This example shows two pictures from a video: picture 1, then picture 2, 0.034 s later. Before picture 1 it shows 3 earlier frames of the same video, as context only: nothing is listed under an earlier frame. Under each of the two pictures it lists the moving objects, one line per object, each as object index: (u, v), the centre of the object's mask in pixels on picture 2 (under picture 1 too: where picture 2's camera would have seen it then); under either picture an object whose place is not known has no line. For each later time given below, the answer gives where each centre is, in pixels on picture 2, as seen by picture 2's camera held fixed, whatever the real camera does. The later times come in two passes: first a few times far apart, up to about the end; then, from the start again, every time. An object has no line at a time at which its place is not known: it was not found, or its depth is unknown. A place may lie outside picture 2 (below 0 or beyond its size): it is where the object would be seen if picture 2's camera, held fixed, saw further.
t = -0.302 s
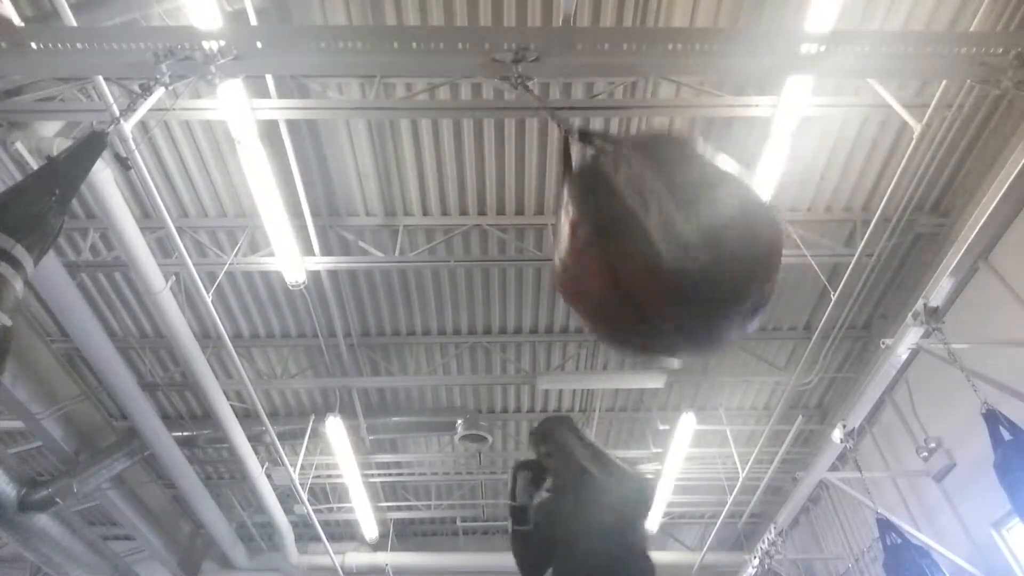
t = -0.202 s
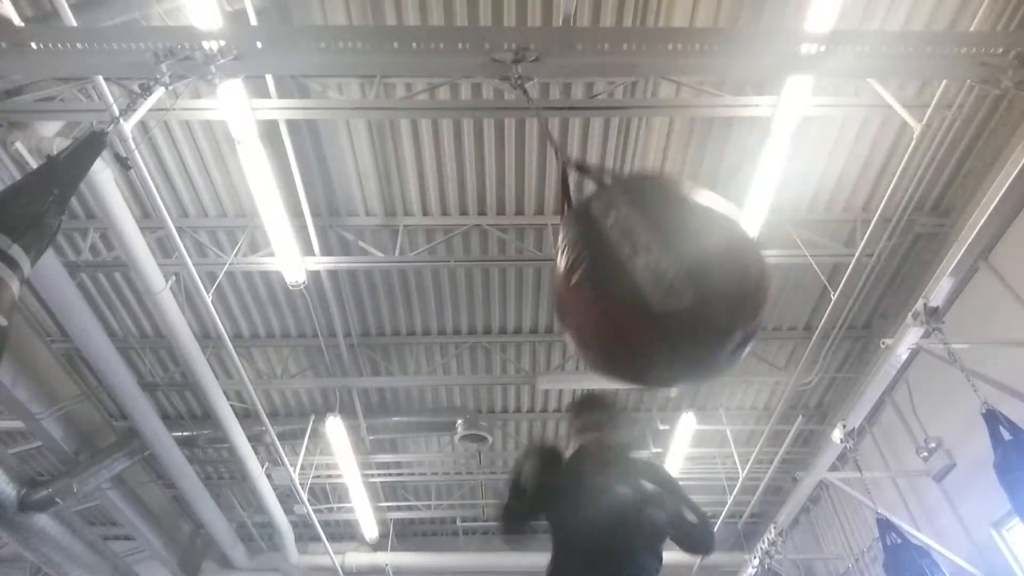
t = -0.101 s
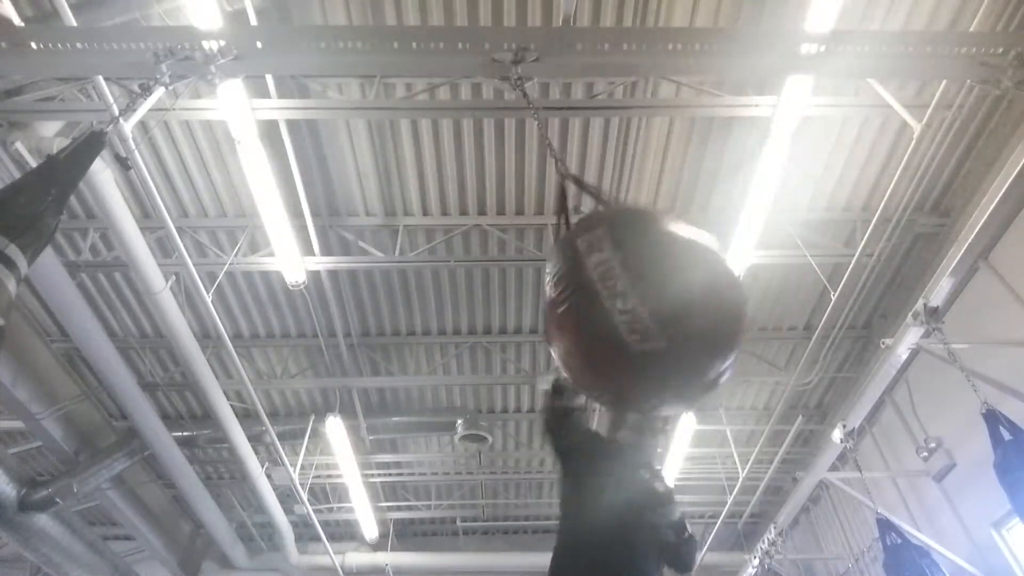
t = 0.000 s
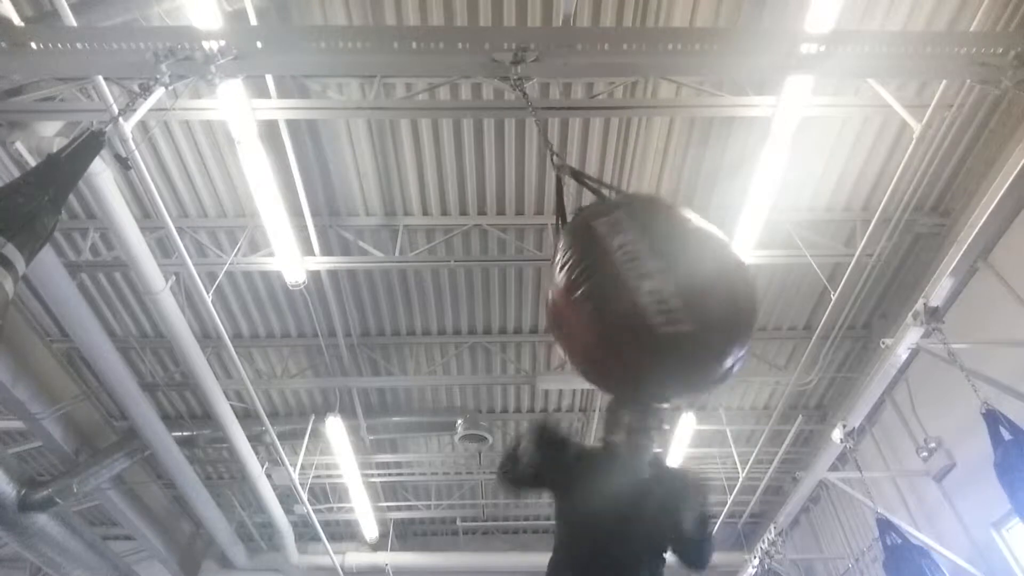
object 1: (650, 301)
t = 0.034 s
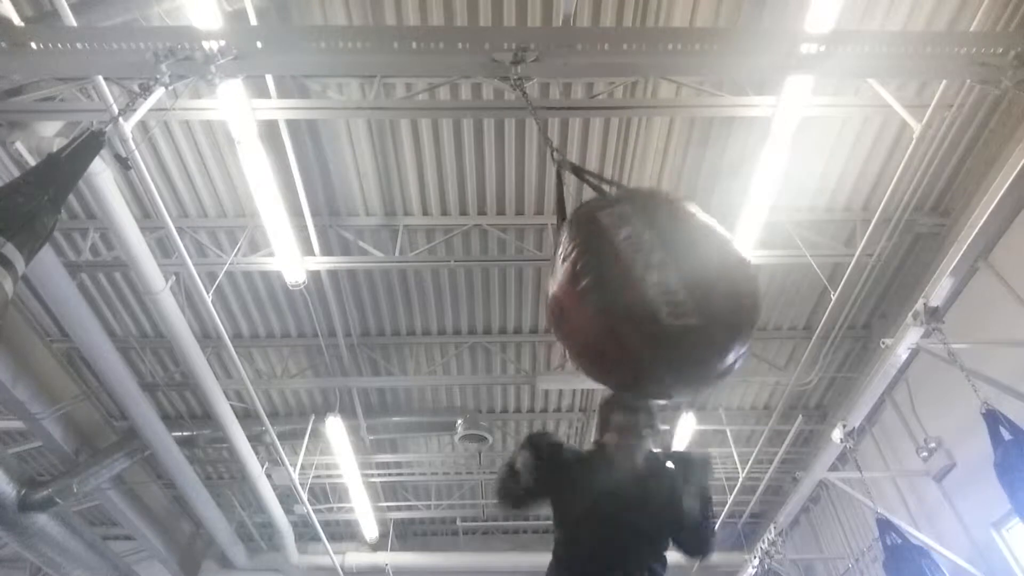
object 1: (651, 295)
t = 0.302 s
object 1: (628, 260)
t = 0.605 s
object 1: (529, 231)
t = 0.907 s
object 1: (420, 232)
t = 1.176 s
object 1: (390, 266)
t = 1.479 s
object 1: (437, 315)
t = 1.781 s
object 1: (527, 336)
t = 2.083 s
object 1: (612, 323)
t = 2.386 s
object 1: (642, 288)
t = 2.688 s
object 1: (599, 253)
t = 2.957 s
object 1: (506, 236)
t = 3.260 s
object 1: (416, 248)
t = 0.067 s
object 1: (651, 291)
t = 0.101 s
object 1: (651, 286)
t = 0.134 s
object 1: (651, 283)
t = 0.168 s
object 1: (648, 277)
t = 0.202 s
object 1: (644, 273)
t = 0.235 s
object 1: (641, 269)
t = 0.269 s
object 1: (634, 262)
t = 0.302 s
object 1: (628, 260)
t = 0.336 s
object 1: (620, 256)
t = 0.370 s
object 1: (613, 253)
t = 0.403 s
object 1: (601, 247)
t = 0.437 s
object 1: (590, 244)
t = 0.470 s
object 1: (580, 241)
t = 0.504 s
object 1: (570, 240)
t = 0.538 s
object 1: (556, 236)
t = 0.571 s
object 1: (544, 235)
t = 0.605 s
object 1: (529, 231)
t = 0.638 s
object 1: (517, 231)
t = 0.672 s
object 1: (503, 228)
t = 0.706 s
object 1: (490, 230)
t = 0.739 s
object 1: (477, 228)
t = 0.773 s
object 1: (465, 228)
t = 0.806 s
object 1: (452, 229)
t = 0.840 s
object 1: (439, 228)
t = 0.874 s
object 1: (429, 230)
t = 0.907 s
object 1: (420, 232)
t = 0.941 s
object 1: (412, 234)
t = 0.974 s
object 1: (407, 239)
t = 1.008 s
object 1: (401, 242)
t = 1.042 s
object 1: (397, 247)
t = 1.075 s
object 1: (393, 249)
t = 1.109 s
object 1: (392, 255)
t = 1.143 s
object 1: (391, 259)
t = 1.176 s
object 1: (390, 266)
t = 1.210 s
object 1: (391, 269)
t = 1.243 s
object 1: (393, 276)
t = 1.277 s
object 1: (398, 281)
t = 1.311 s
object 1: (402, 289)
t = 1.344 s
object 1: (406, 293)
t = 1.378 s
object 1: (412, 296)
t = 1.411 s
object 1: (420, 305)
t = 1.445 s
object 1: (427, 310)
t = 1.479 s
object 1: (437, 315)
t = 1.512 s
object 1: (444, 318)
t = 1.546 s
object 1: (455, 322)
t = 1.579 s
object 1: (464, 325)
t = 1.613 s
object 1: (475, 328)
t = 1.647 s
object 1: (485, 330)
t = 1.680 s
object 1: (495, 332)
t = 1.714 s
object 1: (505, 334)
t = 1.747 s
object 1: (517, 336)
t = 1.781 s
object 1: (527, 336)
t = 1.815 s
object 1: (538, 336)
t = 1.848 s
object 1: (547, 335)
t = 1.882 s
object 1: (559, 334)
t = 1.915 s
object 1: (570, 335)
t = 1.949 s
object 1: (577, 330)
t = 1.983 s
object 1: (587, 330)
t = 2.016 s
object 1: (594, 326)
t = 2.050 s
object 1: (604, 325)
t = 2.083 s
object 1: (612, 323)
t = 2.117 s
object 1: (617, 319)
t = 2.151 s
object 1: (623, 315)
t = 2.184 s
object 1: (630, 313)
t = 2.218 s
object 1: (632, 308)
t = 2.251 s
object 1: (636, 304)
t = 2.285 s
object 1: (640, 301)
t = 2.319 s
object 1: (640, 296)
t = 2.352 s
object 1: (642, 293)
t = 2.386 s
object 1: (642, 288)
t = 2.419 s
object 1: (643, 285)
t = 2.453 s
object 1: (640, 279)
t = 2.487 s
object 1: (638, 277)
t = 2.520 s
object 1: (633, 271)
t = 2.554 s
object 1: (628, 267)
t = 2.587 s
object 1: (622, 262)
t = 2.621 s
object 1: (615, 258)
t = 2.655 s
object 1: (608, 256)
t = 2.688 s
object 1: (599, 253)
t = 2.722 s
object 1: (588, 249)
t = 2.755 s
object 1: (577, 246)
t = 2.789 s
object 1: (566, 244)
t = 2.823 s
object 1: (556, 242)
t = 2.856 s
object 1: (546, 243)
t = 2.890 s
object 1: (530, 239)
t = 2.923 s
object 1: (522, 239)
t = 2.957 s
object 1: (506, 236)
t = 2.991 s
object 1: (496, 238)
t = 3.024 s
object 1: (481, 235)
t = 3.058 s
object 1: (472, 238)
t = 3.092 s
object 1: (457, 236)
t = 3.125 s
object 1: (450, 240)
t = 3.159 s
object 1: (437, 240)
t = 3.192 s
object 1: (430, 242)
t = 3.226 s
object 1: (422, 245)
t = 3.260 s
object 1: (416, 248)
